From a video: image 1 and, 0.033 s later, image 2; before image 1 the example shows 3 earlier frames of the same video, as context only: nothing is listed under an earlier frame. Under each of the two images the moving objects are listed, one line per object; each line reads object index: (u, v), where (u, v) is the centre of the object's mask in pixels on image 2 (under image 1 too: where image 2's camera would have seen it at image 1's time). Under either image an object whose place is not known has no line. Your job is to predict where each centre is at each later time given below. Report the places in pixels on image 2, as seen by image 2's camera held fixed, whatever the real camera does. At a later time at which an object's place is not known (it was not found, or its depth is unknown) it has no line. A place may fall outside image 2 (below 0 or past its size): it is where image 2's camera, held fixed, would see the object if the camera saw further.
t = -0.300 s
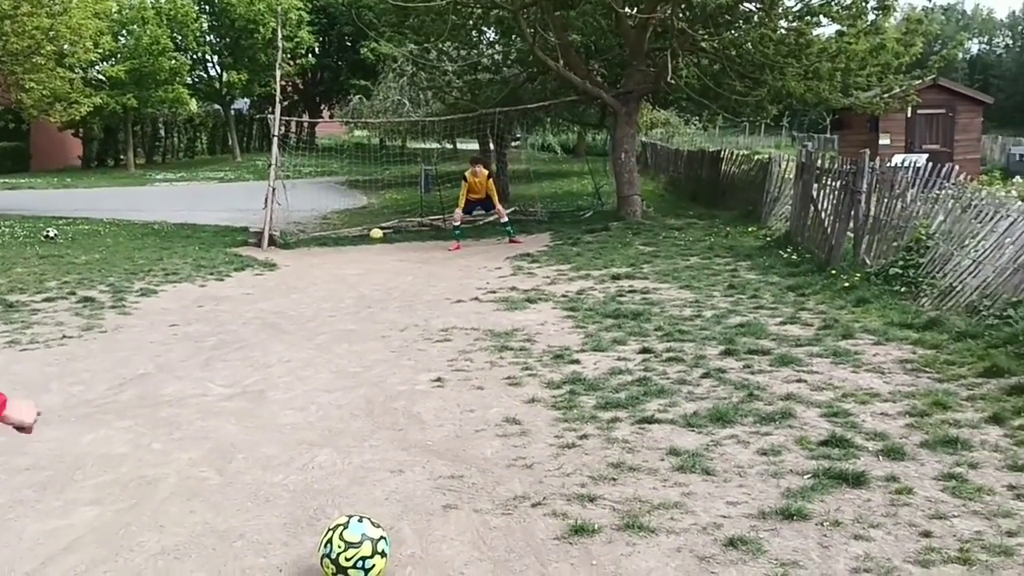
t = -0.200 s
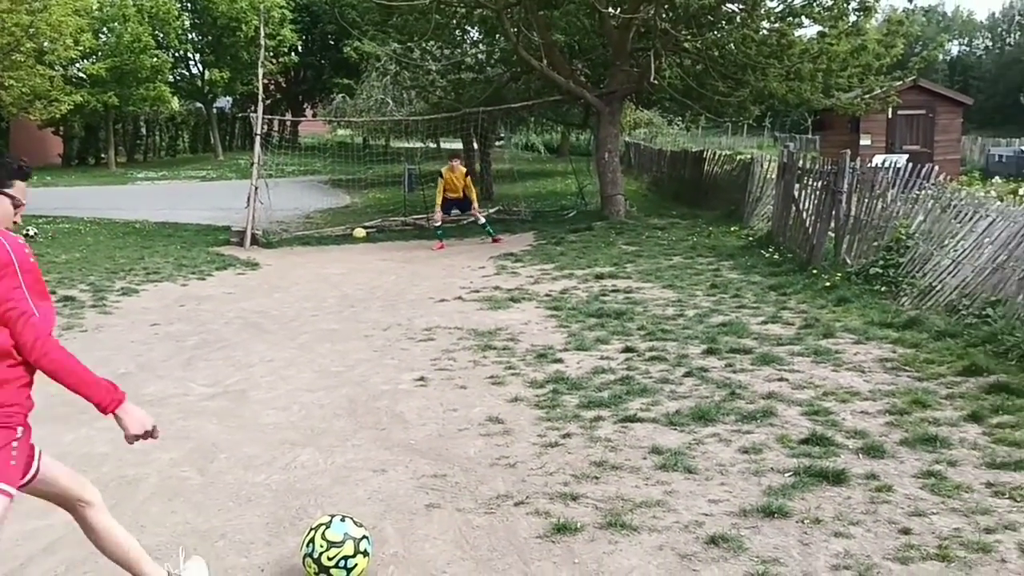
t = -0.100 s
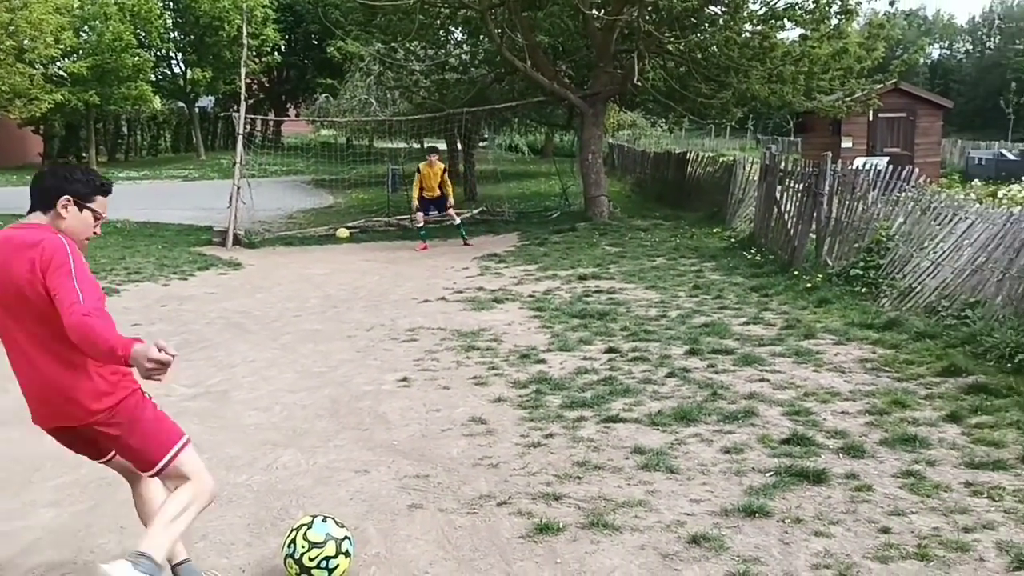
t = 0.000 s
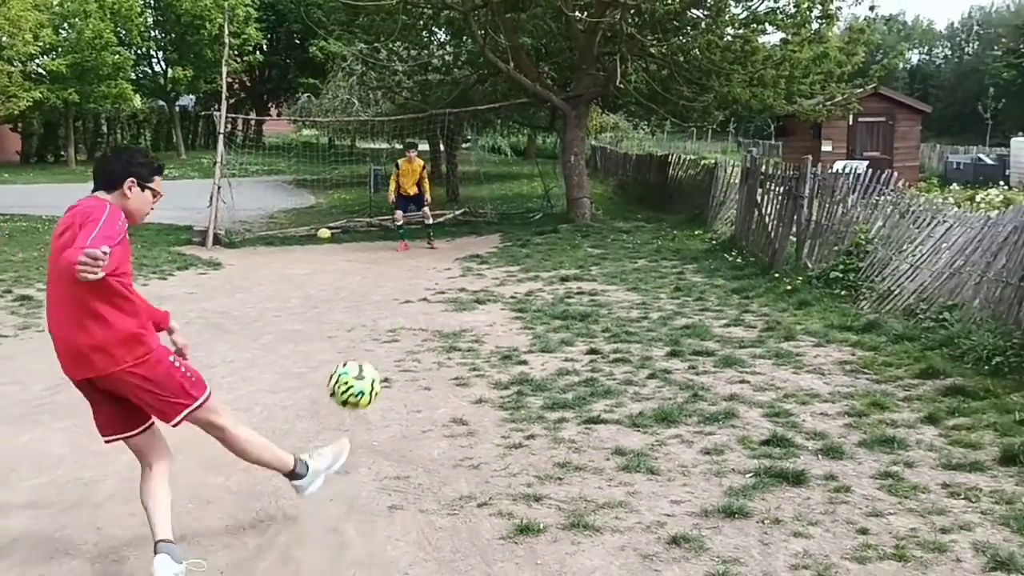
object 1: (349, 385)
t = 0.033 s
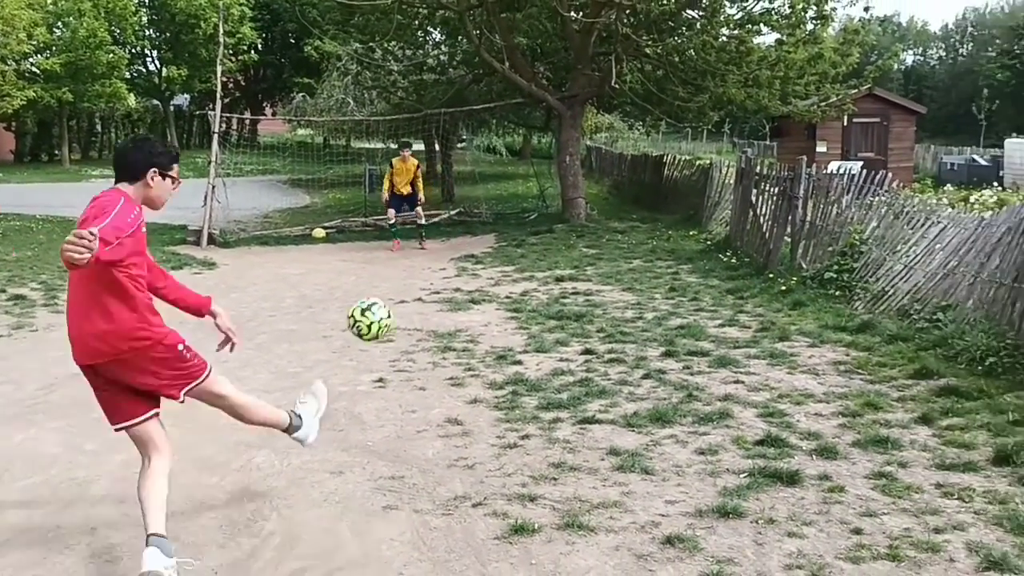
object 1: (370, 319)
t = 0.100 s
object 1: (396, 232)
